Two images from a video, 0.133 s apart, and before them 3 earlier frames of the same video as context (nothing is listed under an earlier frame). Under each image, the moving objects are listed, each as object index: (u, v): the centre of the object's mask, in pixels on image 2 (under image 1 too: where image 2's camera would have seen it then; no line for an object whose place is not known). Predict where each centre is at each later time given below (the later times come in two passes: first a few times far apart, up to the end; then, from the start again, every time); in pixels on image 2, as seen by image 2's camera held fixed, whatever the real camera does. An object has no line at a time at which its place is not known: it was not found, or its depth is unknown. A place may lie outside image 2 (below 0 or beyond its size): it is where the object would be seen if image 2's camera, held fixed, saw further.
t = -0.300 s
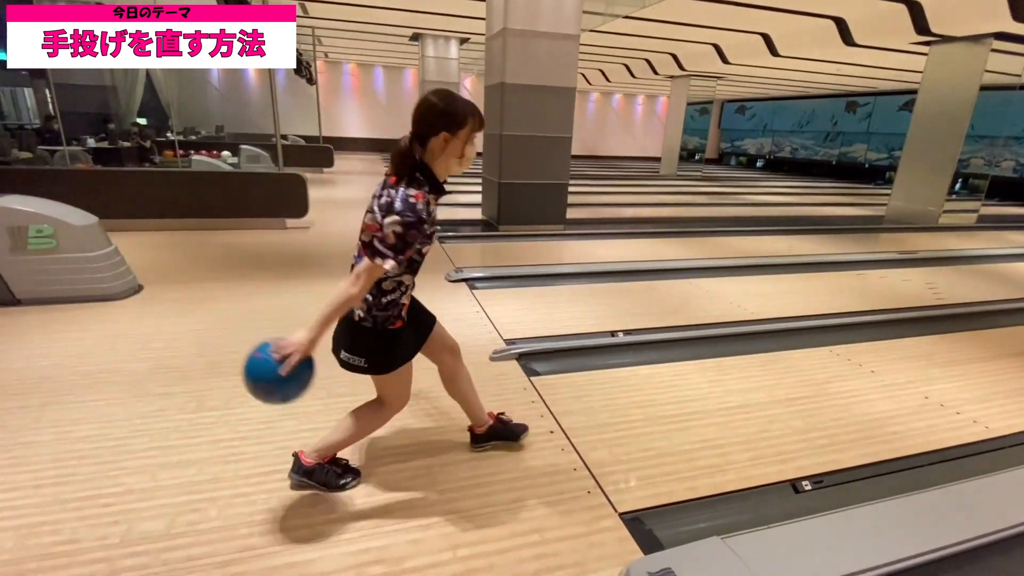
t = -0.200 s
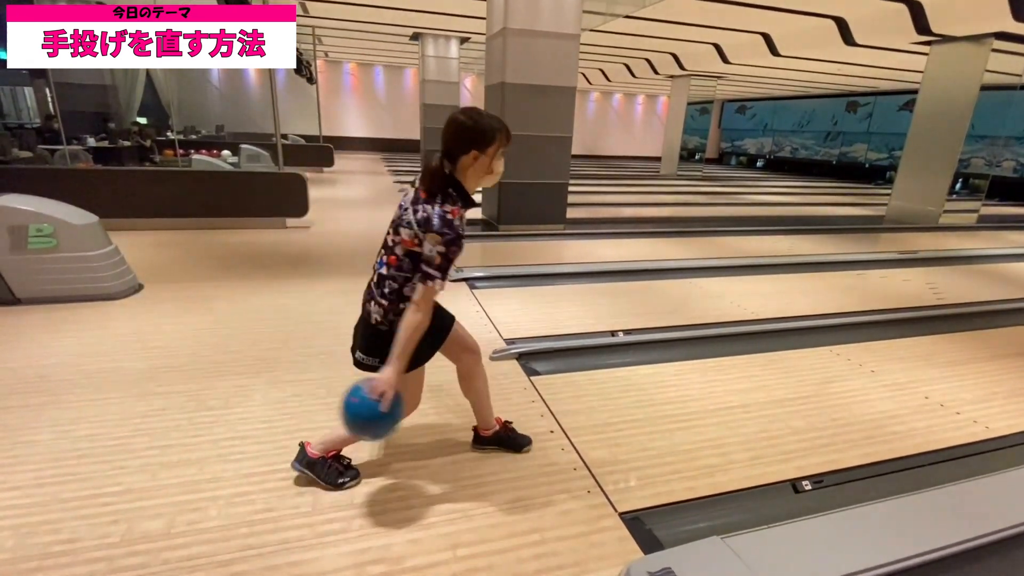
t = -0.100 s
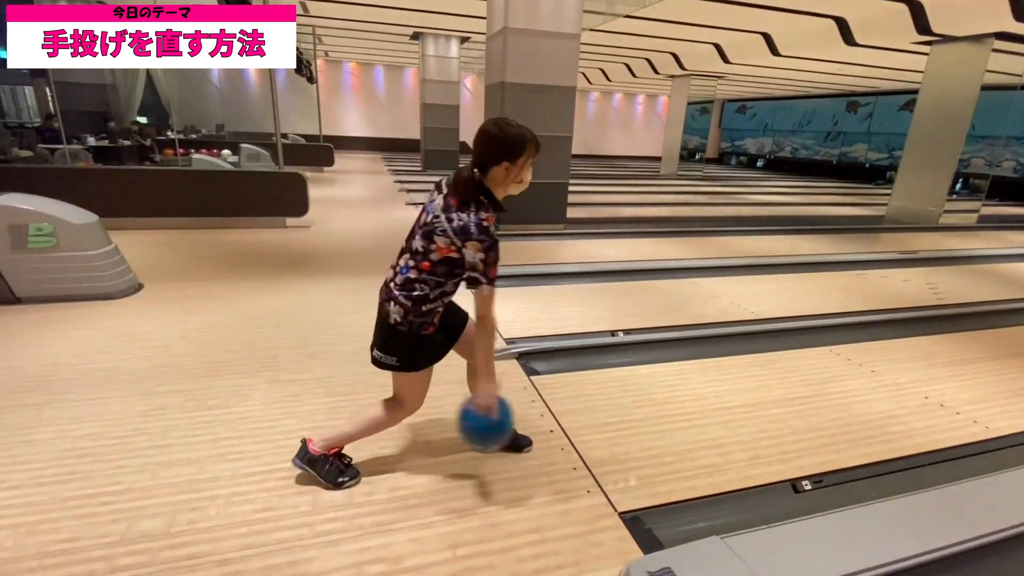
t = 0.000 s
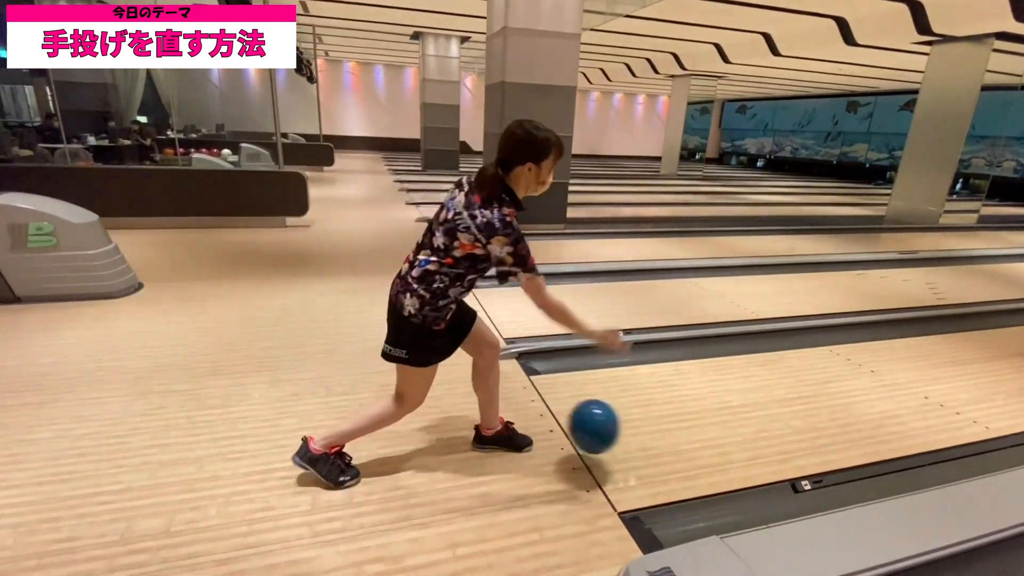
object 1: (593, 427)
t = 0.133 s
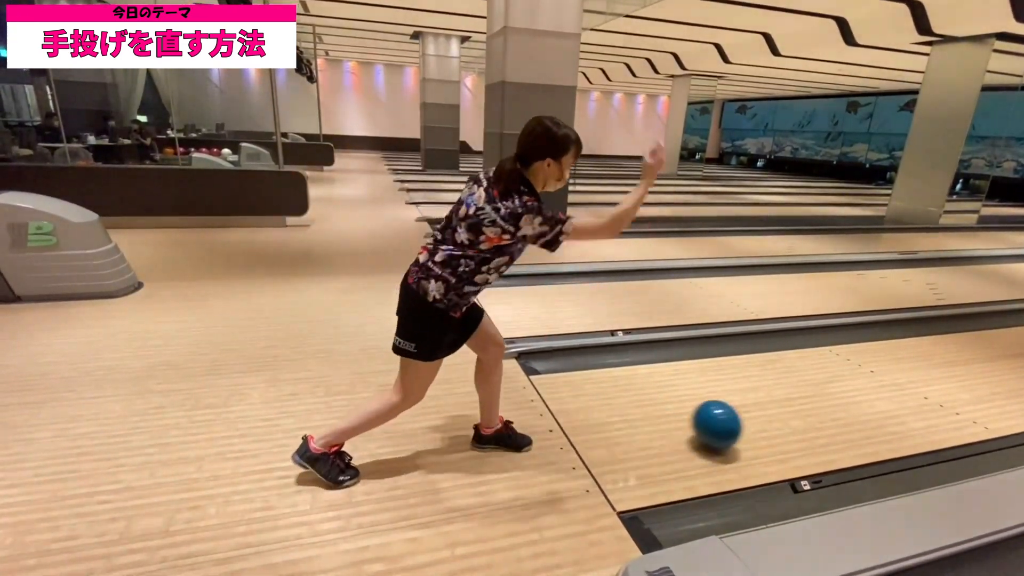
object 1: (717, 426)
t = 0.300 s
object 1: (846, 408)
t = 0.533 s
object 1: (990, 385)
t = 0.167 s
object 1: (745, 423)
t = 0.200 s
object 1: (771, 419)
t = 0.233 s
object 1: (797, 416)
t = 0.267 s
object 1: (823, 411)
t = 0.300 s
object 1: (846, 408)
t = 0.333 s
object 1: (869, 404)
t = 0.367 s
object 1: (892, 400)
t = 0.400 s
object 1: (912, 397)
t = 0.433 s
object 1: (933, 394)
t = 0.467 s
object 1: (953, 391)
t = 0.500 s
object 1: (972, 387)
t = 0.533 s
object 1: (990, 385)
